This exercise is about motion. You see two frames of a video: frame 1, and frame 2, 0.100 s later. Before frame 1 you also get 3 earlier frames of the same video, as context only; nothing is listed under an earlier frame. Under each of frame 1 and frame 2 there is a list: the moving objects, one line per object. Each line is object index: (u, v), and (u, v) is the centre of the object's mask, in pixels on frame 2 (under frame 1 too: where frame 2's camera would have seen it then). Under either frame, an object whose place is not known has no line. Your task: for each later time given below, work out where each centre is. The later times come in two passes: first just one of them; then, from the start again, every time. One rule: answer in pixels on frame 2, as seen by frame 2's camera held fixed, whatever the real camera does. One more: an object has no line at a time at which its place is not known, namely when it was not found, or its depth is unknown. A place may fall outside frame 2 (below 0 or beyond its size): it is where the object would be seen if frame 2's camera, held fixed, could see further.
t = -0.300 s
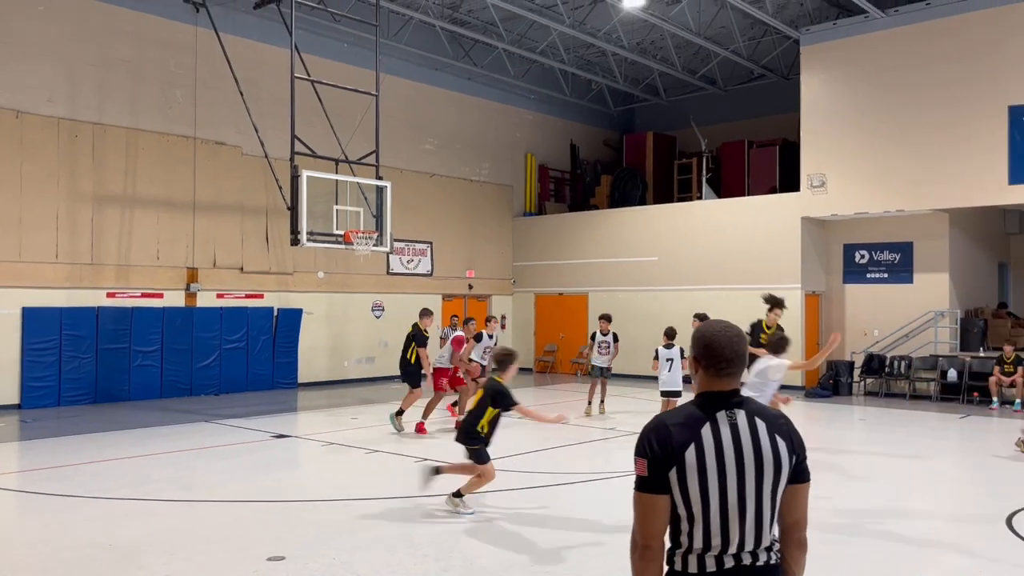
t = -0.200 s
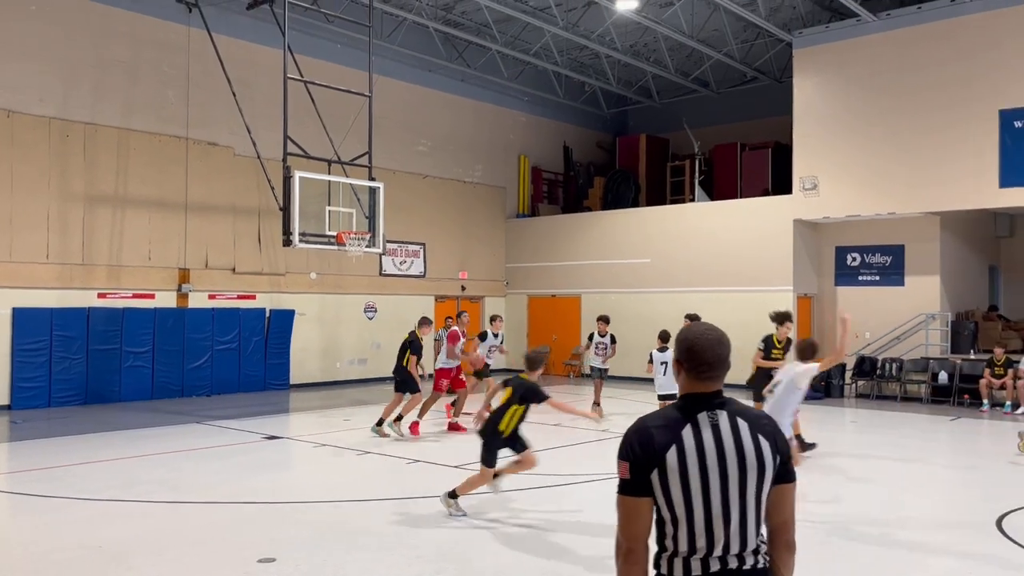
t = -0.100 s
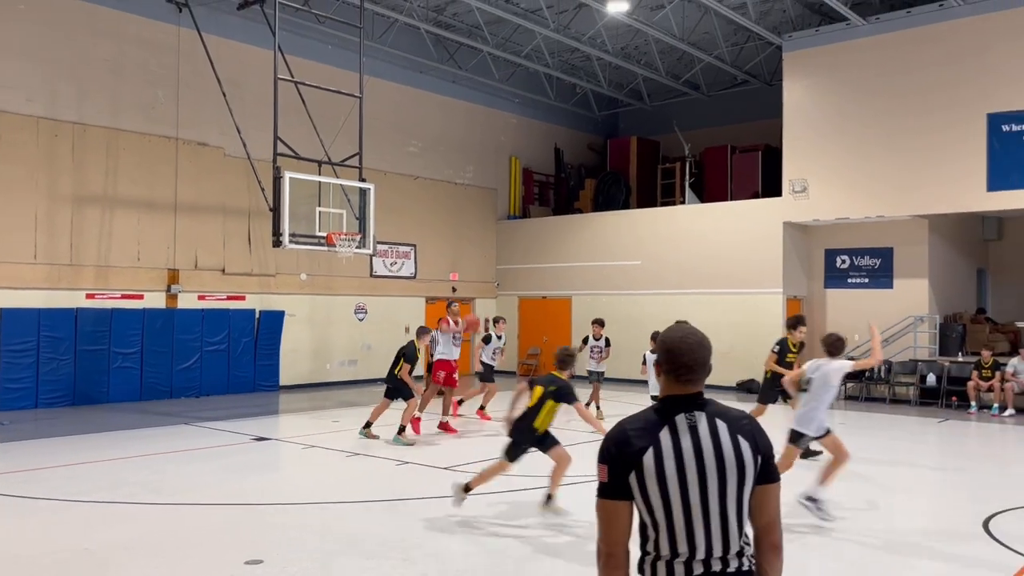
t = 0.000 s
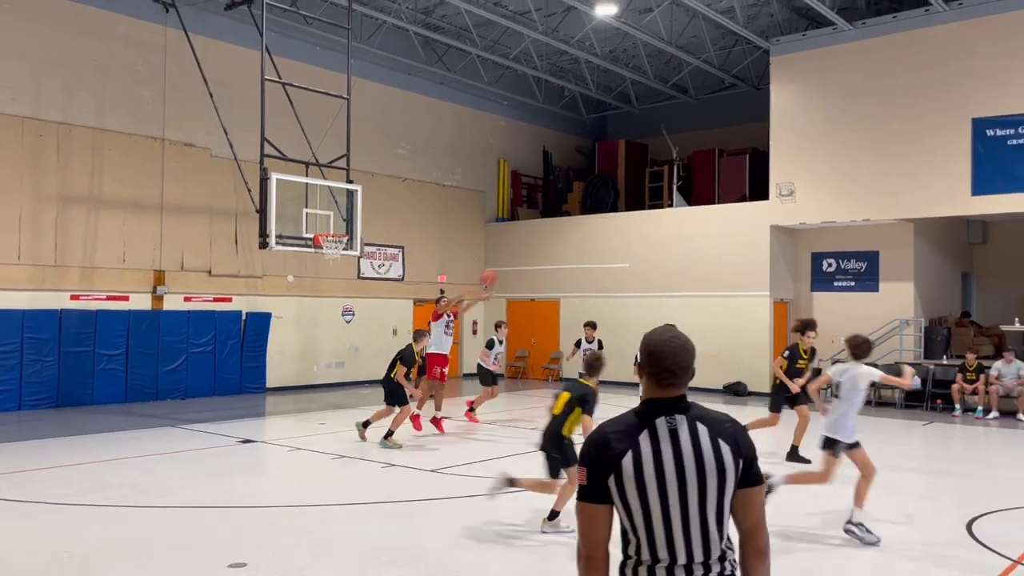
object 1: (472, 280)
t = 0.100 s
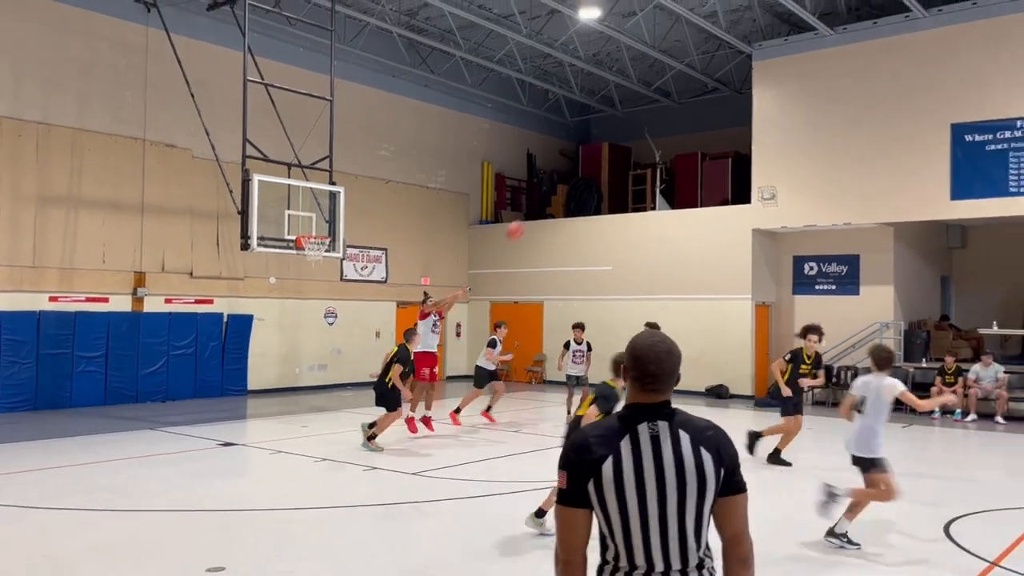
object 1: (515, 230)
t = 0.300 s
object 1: (612, 140)
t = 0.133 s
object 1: (530, 214)
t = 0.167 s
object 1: (545, 199)
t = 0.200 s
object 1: (561, 184)
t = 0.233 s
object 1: (577, 169)
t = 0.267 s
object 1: (593, 154)
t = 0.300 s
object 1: (612, 140)
